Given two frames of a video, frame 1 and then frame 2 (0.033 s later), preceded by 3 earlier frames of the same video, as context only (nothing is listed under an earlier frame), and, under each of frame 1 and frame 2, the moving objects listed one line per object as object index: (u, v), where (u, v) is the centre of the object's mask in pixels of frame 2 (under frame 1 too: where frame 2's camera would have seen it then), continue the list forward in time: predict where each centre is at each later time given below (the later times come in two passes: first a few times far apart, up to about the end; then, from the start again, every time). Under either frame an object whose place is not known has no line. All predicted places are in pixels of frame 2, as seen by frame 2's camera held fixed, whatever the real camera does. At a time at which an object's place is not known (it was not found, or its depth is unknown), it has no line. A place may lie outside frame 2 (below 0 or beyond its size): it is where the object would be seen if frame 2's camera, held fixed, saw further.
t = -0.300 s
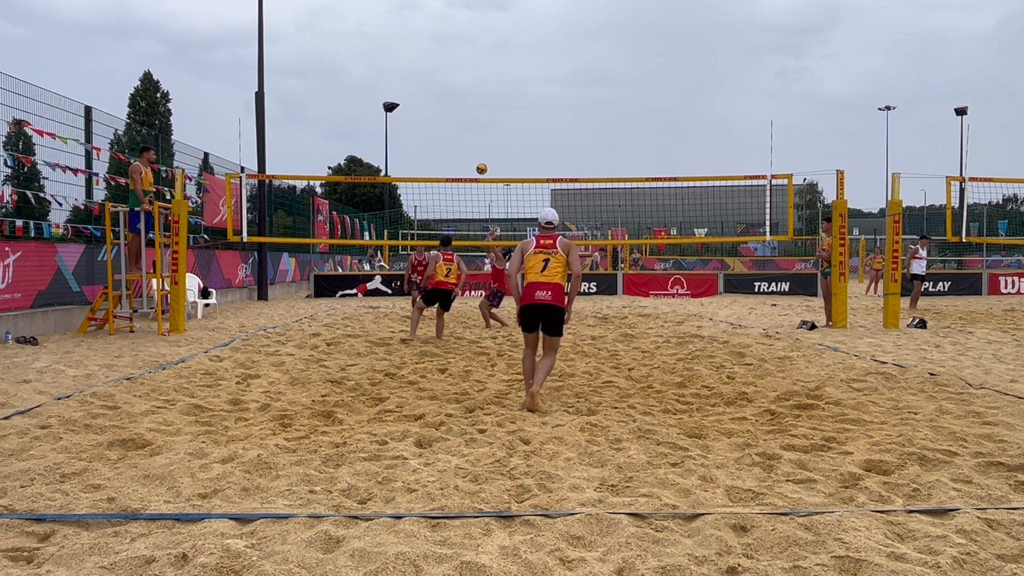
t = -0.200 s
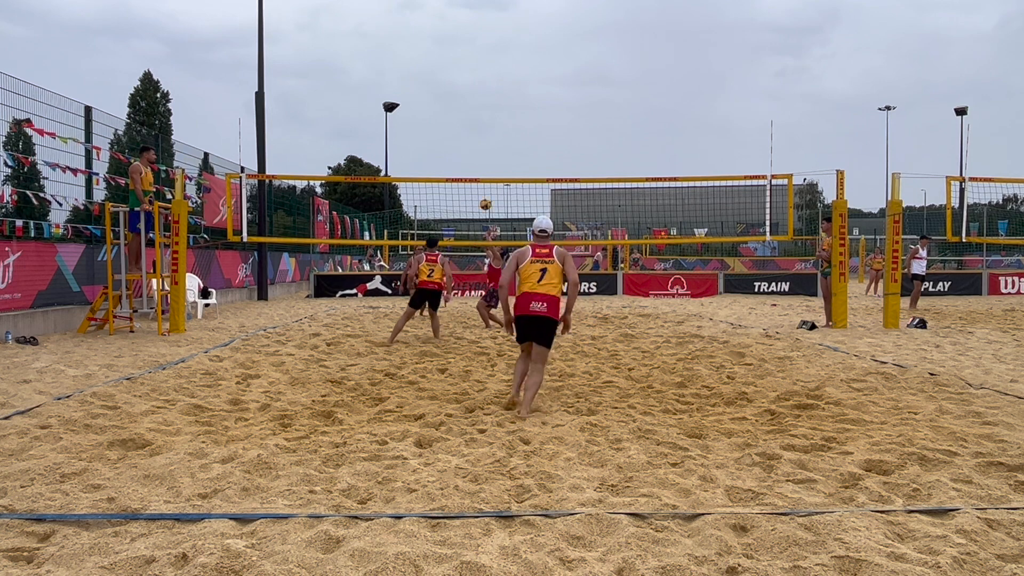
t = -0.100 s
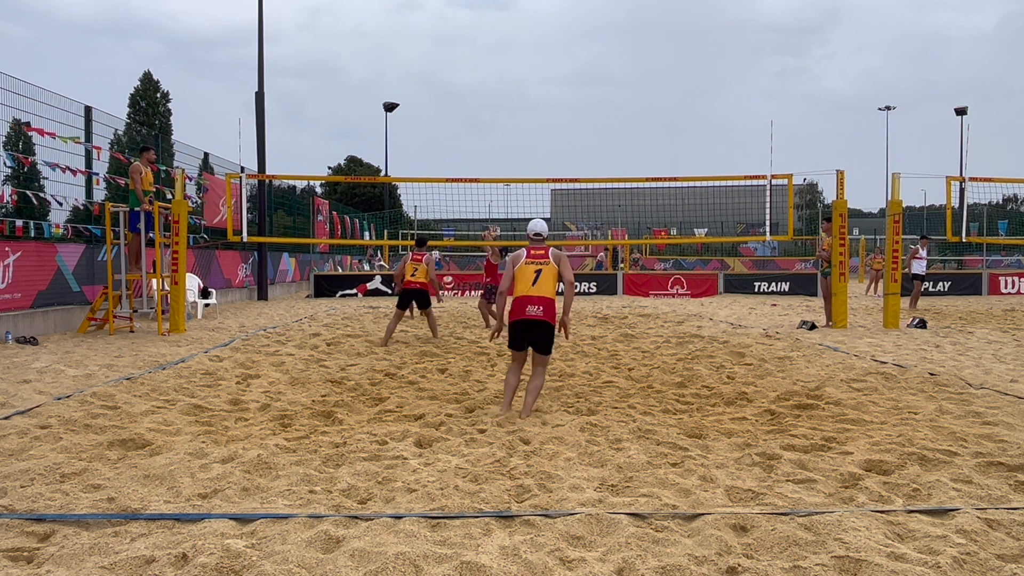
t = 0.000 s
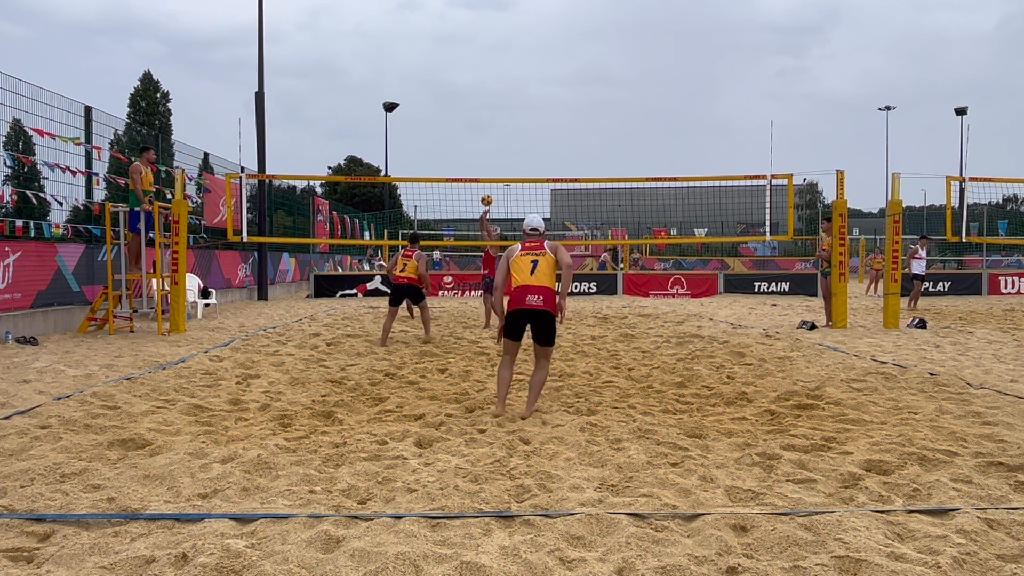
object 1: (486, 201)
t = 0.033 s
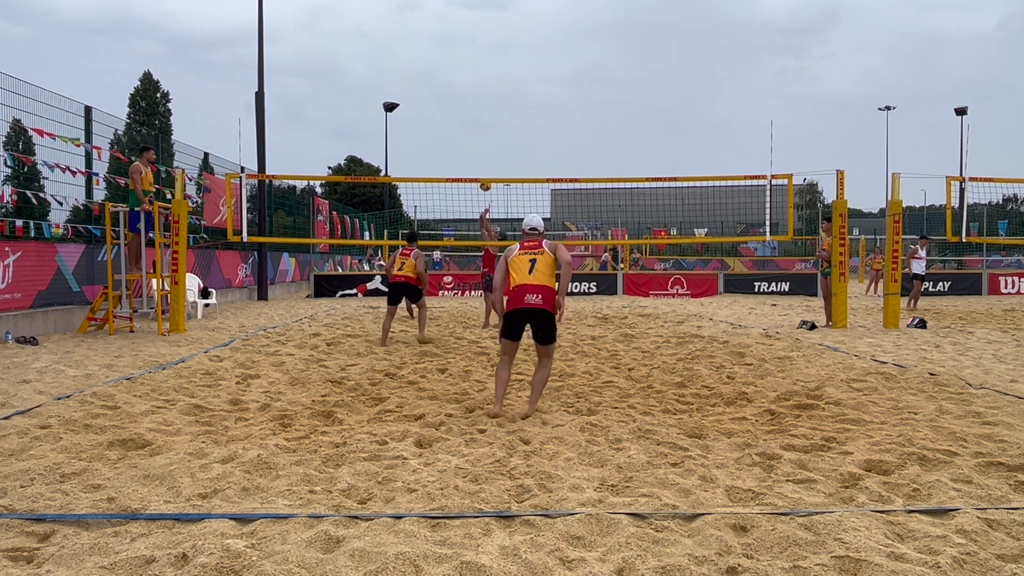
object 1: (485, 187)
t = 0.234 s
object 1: (479, 108)
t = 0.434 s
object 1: (471, 52)
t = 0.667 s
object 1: (463, 16)
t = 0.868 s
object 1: (456, 9)
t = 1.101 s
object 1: (447, 32)
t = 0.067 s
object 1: (484, 171)
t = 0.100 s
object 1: (483, 157)
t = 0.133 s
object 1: (482, 144)
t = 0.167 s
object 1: (481, 131)
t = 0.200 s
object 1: (480, 119)
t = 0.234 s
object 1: (479, 108)
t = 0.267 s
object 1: (478, 97)
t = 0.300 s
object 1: (476, 87)
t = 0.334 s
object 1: (475, 77)
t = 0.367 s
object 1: (474, 68)
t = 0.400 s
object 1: (473, 60)
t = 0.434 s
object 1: (471, 52)
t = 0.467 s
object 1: (470, 45)
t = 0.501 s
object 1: (469, 39)
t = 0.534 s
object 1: (468, 33)
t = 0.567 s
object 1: (467, 28)
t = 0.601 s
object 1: (466, 23)
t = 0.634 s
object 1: (464, 19)
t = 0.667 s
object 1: (463, 16)
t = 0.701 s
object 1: (462, 13)
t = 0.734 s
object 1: (461, 11)
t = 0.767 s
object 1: (460, 9)
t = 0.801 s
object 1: (458, 8)
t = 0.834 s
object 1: (457, 8)
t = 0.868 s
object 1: (456, 9)
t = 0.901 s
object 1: (455, 10)
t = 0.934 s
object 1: (453, 12)
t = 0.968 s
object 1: (452, 14)
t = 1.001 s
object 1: (451, 18)
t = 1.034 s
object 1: (450, 22)
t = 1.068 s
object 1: (449, 26)
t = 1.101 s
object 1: (447, 32)
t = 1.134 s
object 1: (446, 38)
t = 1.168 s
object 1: (445, 44)
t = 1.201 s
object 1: (443, 52)
